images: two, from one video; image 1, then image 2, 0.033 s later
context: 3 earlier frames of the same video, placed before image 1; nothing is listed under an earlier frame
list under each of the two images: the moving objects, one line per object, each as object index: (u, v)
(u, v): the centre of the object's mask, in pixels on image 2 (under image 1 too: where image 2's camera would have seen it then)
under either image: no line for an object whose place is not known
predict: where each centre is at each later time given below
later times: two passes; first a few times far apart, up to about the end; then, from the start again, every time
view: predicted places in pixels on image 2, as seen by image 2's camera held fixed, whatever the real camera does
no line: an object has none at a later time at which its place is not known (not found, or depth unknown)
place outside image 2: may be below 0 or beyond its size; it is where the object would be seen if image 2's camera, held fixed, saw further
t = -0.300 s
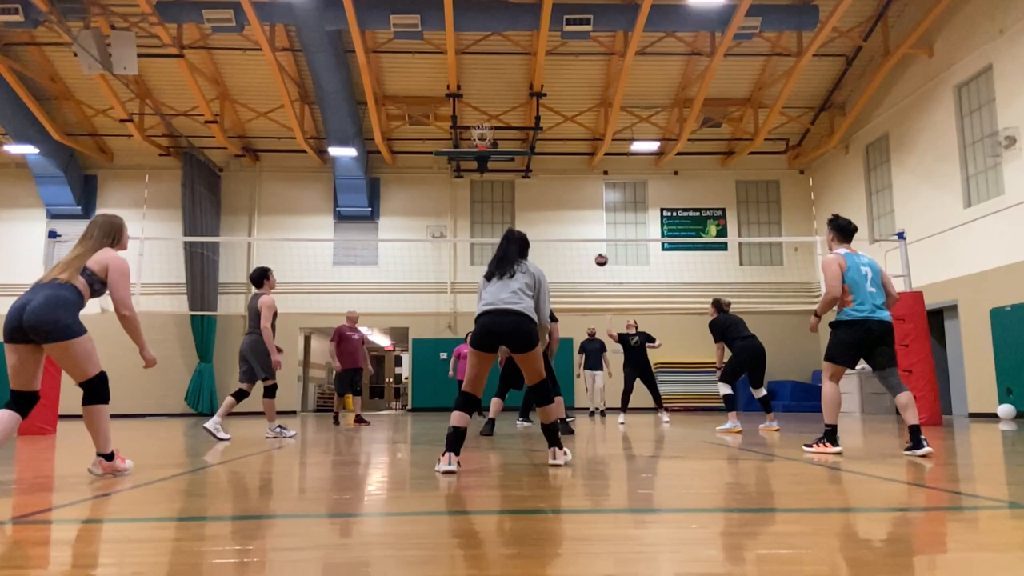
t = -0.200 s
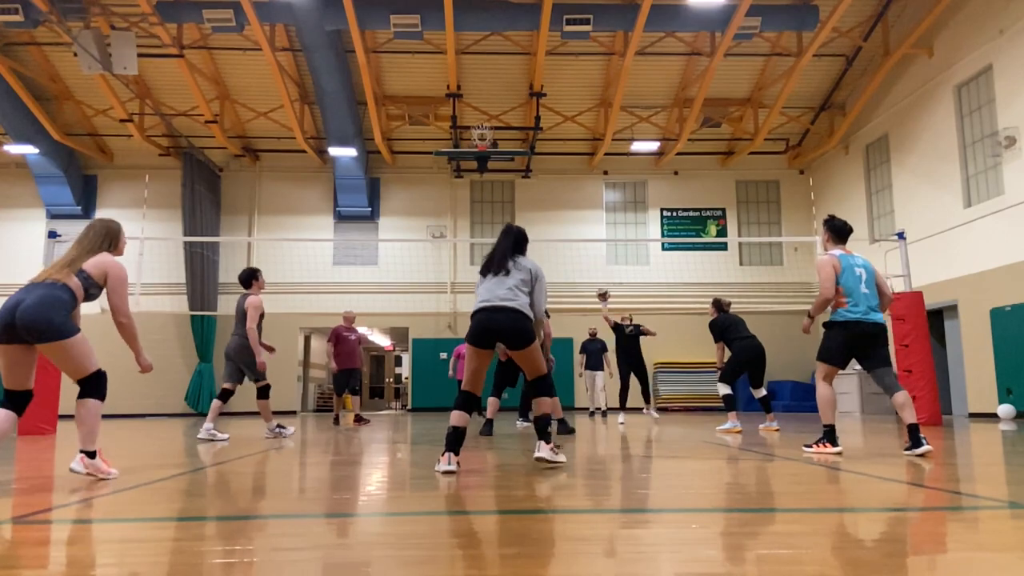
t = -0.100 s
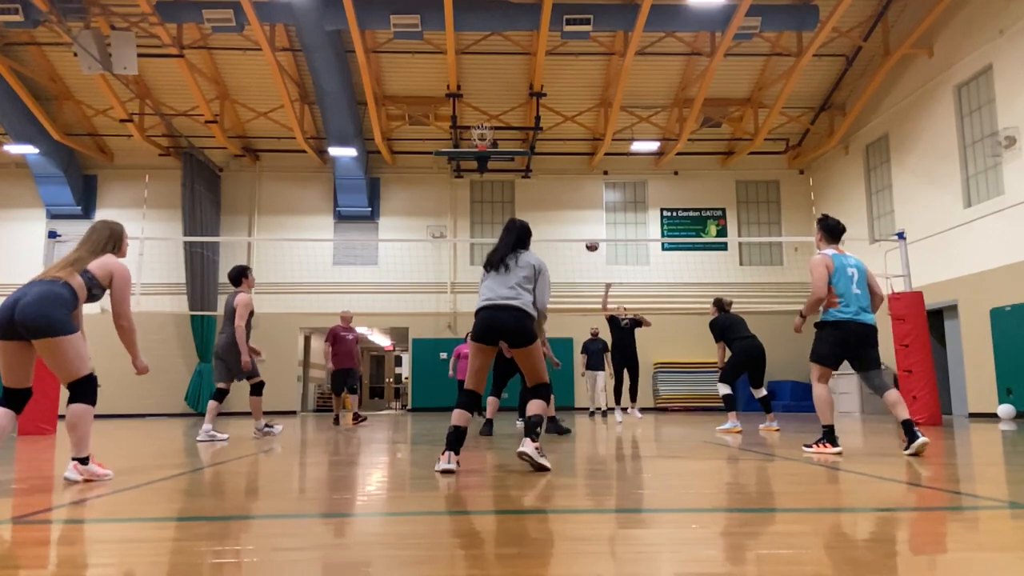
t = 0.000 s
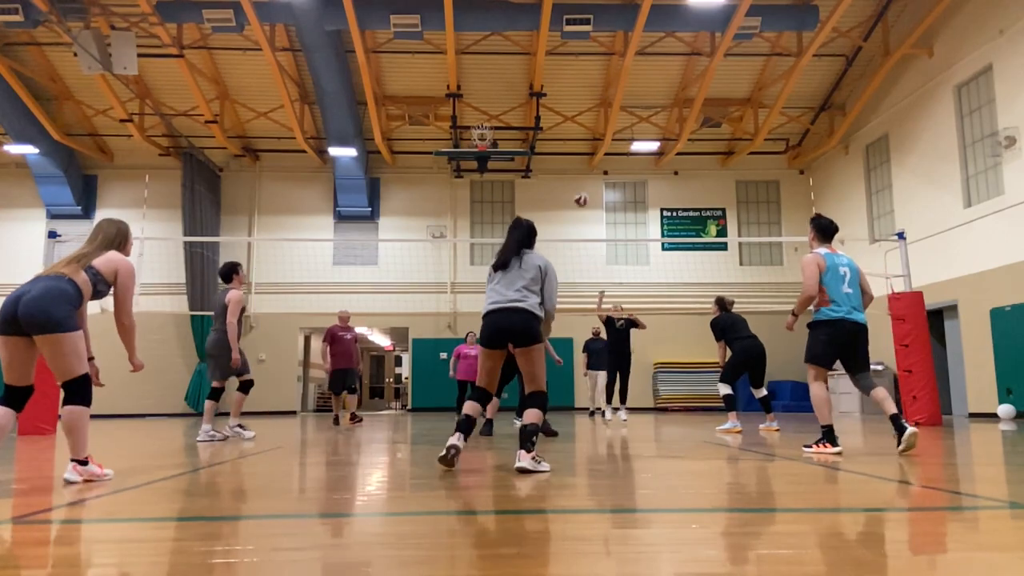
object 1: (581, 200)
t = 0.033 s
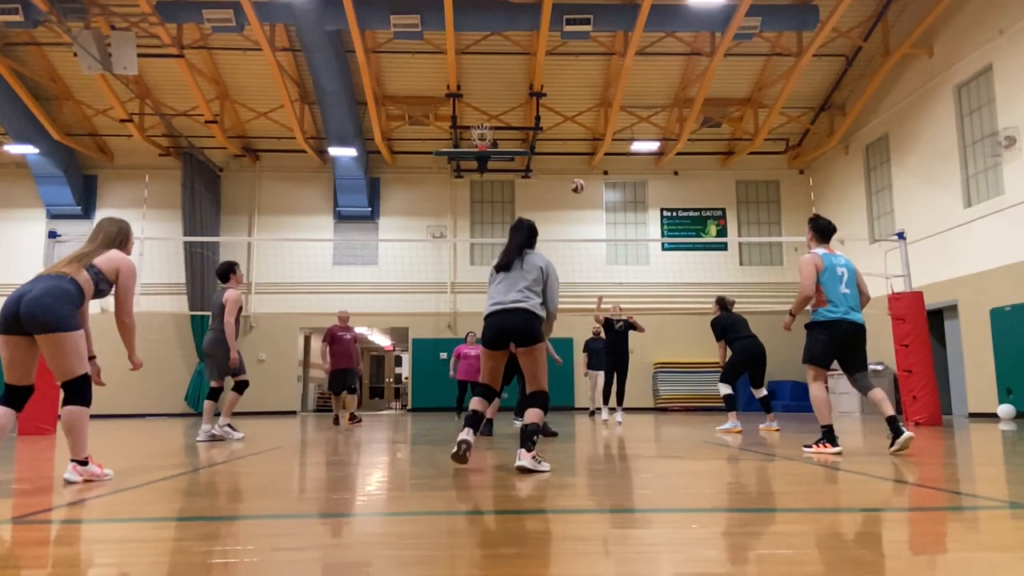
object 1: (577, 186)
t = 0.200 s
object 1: (558, 126)
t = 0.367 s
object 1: (538, 85)
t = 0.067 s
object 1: (574, 172)
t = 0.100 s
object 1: (570, 159)
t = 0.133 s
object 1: (566, 148)
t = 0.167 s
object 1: (562, 136)
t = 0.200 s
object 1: (558, 126)
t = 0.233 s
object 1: (555, 116)
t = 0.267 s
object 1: (550, 107)
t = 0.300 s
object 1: (547, 99)
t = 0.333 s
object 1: (542, 91)
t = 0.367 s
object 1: (538, 85)
